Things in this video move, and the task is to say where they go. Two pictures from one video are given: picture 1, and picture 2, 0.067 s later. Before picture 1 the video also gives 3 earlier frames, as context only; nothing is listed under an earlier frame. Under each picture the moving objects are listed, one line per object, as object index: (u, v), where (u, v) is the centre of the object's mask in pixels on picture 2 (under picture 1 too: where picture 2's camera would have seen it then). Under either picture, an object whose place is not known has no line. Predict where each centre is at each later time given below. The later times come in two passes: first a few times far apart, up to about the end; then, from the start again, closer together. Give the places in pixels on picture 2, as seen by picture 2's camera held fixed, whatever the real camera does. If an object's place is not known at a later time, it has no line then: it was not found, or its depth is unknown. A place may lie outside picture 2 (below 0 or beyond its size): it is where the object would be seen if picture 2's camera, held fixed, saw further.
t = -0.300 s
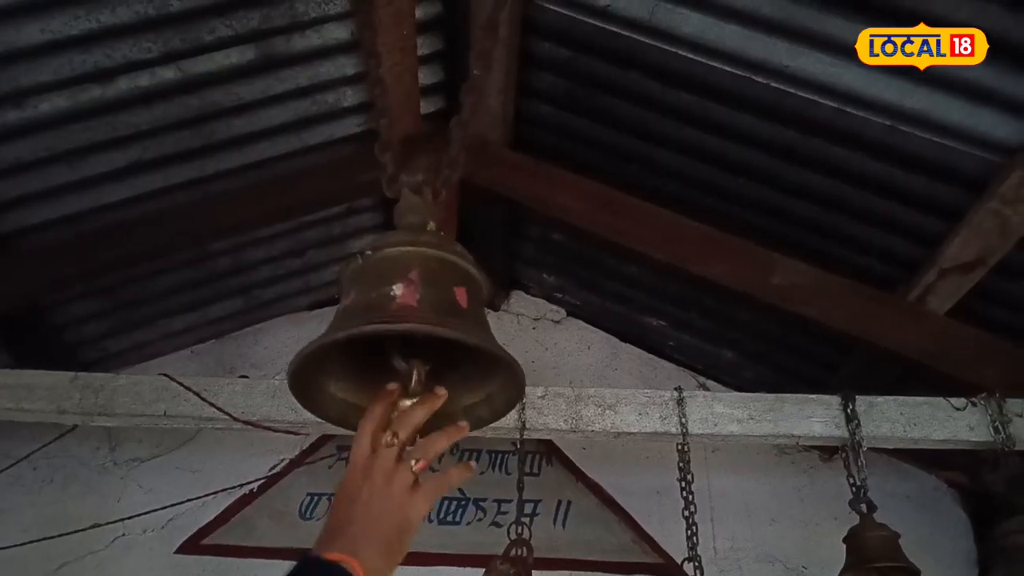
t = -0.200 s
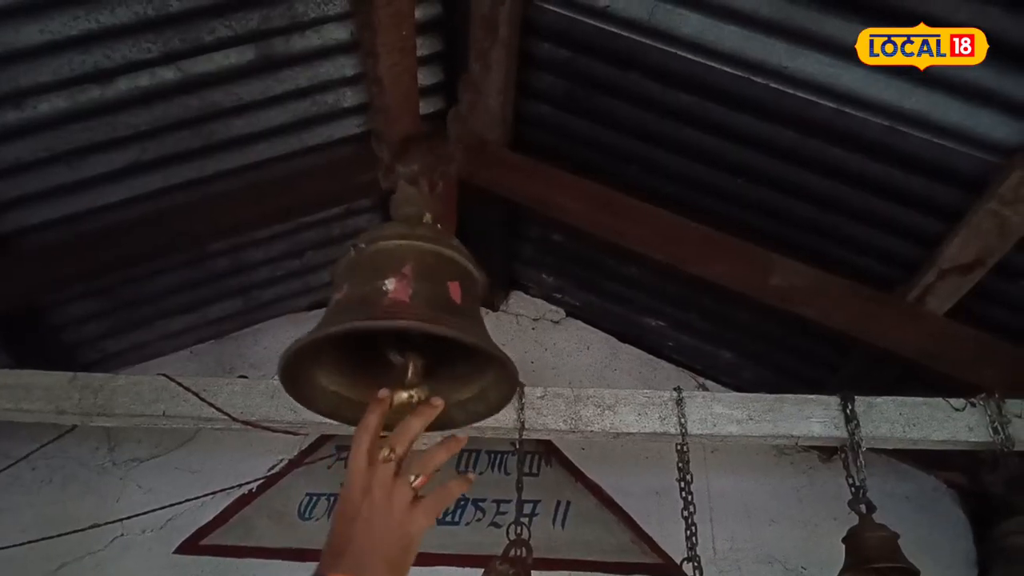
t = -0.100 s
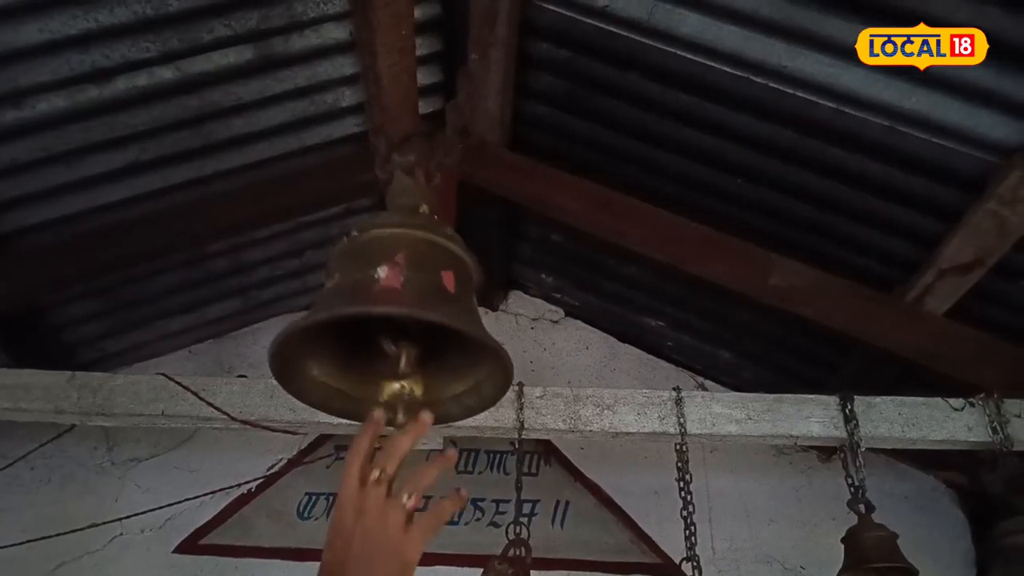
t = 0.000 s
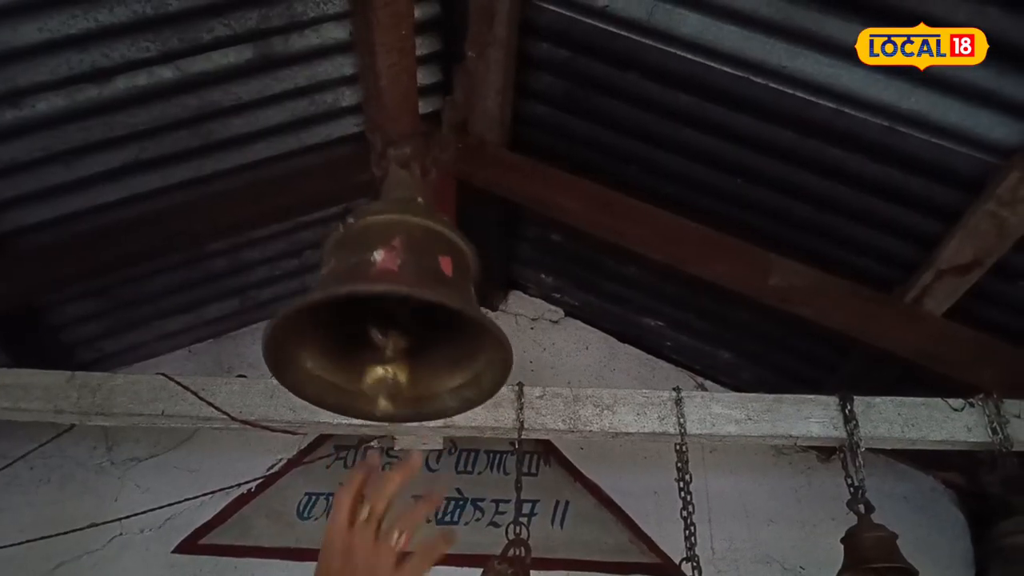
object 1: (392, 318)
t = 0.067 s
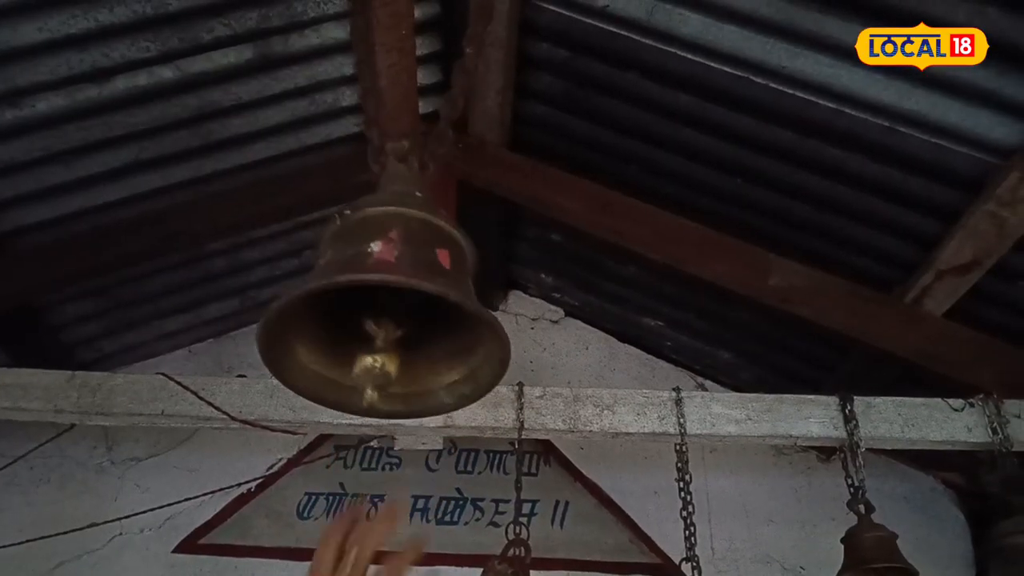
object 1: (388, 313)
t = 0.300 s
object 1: (379, 300)
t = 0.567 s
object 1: (383, 306)
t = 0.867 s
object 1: (400, 331)
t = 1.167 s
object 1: (409, 343)
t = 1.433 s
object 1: (402, 334)
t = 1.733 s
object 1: (386, 311)
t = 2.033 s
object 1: (379, 303)
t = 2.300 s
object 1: (389, 316)
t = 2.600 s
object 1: (403, 337)
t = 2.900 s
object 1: (405, 340)
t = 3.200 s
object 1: (395, 326)
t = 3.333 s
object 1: (391, 319)
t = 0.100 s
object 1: (386, 310)
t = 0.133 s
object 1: (385, 308)
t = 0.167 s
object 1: (382, 306)
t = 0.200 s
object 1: (380, 304)
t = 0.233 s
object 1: (379, 302)
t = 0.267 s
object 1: (379, 301)
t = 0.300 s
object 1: (379, 300)
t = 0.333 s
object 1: (378, 300)
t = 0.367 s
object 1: (379, 299)
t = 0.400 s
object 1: (379, 300)
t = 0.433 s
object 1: (379, 300)
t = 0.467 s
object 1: (379, 301)
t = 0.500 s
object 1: (380, 302)
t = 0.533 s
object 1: (380, 303)
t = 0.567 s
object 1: (383, 306)
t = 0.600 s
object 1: (384, 308)
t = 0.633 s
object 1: (387, 311)
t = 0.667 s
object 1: (388, 314)
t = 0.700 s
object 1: (391, 317)
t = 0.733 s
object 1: (393, 320)
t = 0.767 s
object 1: (395, 323)
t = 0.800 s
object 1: (397, 325)
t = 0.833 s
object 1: (398, 328)
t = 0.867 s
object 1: (400, 331)
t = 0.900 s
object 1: (402, 334)
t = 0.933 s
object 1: (403, 335)
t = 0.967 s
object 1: (404, 336)
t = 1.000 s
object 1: (405, 338)
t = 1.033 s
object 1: (406, 339)
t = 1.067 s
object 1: (408, 341)
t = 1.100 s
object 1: (409, 342)
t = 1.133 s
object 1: (409, 342)
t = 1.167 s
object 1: (409, 343)
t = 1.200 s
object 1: (408, 343)
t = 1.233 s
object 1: (408, 342)
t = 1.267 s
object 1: (407, 342)
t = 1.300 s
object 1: (407, 340)
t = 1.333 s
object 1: (406, 339)
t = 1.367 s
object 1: (405, 337)
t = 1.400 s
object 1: (403, 336)
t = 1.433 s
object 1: (402, 334)
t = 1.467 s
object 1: (400, 332)
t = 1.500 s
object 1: (399, 330)
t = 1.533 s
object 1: (397, 328)
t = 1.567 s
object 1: (395, 325)
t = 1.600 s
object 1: (392, 322)
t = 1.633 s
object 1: (391, 319)
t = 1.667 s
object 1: (389, 316)
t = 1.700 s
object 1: (388, 313)
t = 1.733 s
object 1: (386, 311)
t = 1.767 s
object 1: (385, 309)
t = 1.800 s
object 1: (384, 308)
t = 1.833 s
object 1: (382, 306)
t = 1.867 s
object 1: (381, 304)
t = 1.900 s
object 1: (380, 302)
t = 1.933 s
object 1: (379, 302)
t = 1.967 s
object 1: (379, 302)
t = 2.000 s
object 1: (379, 302)
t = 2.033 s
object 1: (379, 303)
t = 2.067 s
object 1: (379, 302)
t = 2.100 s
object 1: (380, 303)
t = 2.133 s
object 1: (381, 305)
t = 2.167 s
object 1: (382, 306)
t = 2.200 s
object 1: (383, 308)
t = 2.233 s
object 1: (385, 310)
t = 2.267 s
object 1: (387, 313)
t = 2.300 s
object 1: (389, 316)
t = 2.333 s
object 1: (391, 318)
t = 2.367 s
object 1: (394, 321)
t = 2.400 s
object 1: (395, 324)
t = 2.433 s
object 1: (397, 326)
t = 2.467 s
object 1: (398, 329)
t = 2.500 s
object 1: (400, 332)
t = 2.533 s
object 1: (402, 334)
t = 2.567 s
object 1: (402, 335)
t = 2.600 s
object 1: (403, 337)
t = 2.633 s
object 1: (404, 338)
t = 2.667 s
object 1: (406, 339)
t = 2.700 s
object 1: (406, 339)
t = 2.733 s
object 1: (406, 340)
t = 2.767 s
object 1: (407, 341)
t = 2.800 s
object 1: (407, 341)
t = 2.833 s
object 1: (407, 341)
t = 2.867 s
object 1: (406, 340)
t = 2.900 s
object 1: (405, 340)
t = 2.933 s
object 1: (404, 339)
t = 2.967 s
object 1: (404, 338)
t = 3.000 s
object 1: (404, 337)
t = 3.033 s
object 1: (404, 336)
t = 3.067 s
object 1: (402, 335)
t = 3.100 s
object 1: (401, 333)
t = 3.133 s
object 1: (399, 331)
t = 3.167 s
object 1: (397, 329)
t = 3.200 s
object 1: (395, 326)
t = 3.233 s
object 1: (393, 323)
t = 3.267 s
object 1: (391, 320)
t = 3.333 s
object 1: (391, 319)
